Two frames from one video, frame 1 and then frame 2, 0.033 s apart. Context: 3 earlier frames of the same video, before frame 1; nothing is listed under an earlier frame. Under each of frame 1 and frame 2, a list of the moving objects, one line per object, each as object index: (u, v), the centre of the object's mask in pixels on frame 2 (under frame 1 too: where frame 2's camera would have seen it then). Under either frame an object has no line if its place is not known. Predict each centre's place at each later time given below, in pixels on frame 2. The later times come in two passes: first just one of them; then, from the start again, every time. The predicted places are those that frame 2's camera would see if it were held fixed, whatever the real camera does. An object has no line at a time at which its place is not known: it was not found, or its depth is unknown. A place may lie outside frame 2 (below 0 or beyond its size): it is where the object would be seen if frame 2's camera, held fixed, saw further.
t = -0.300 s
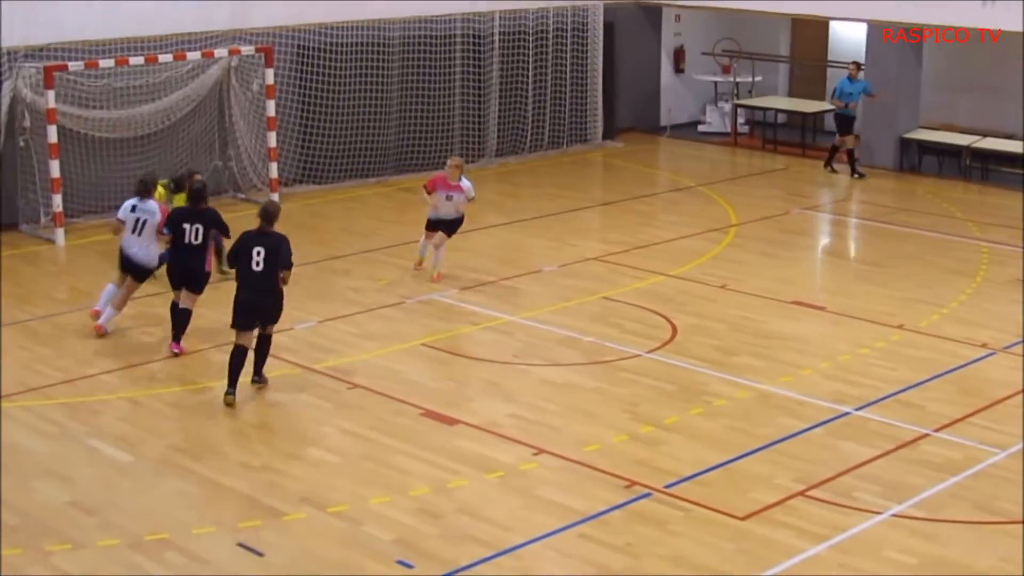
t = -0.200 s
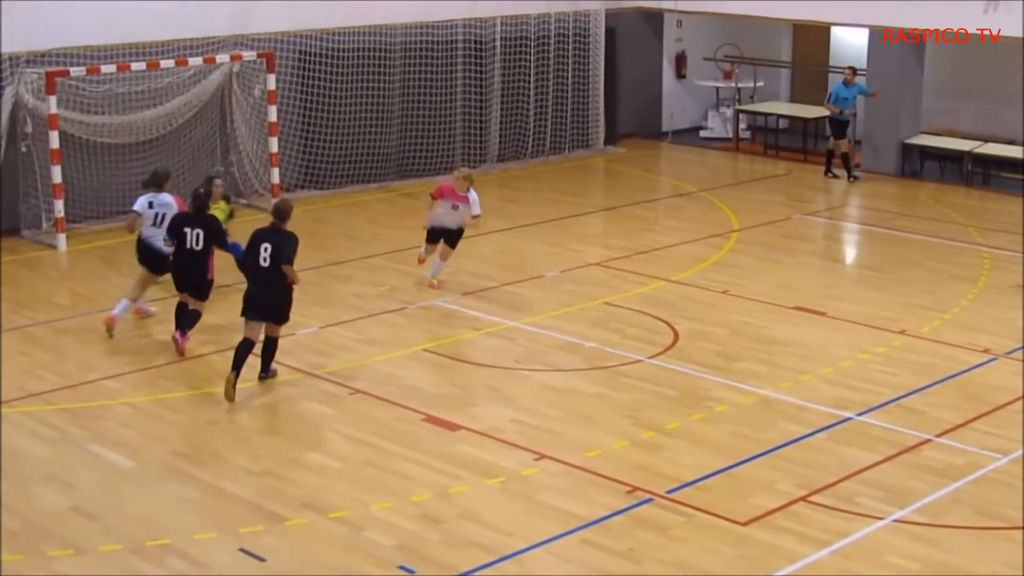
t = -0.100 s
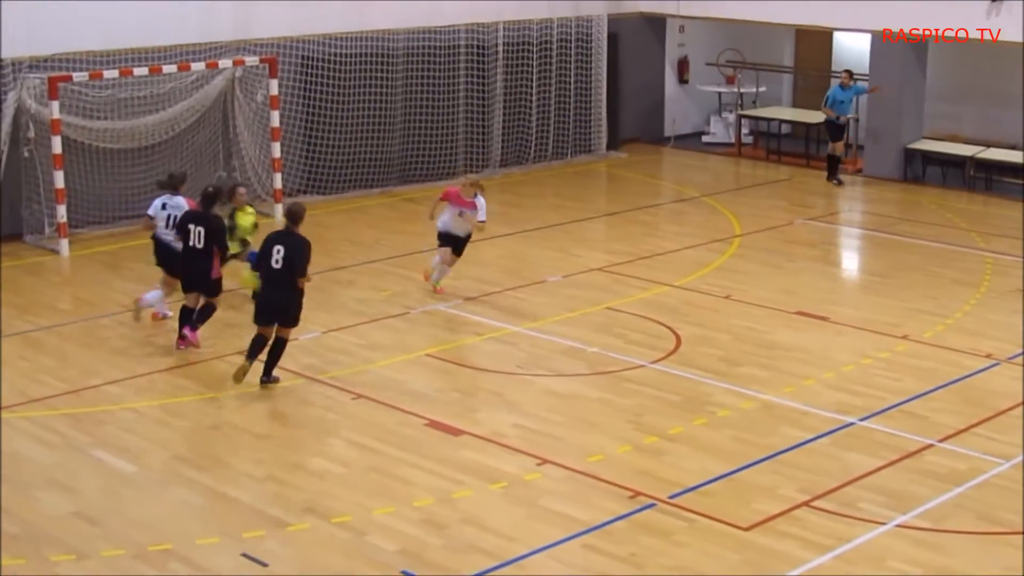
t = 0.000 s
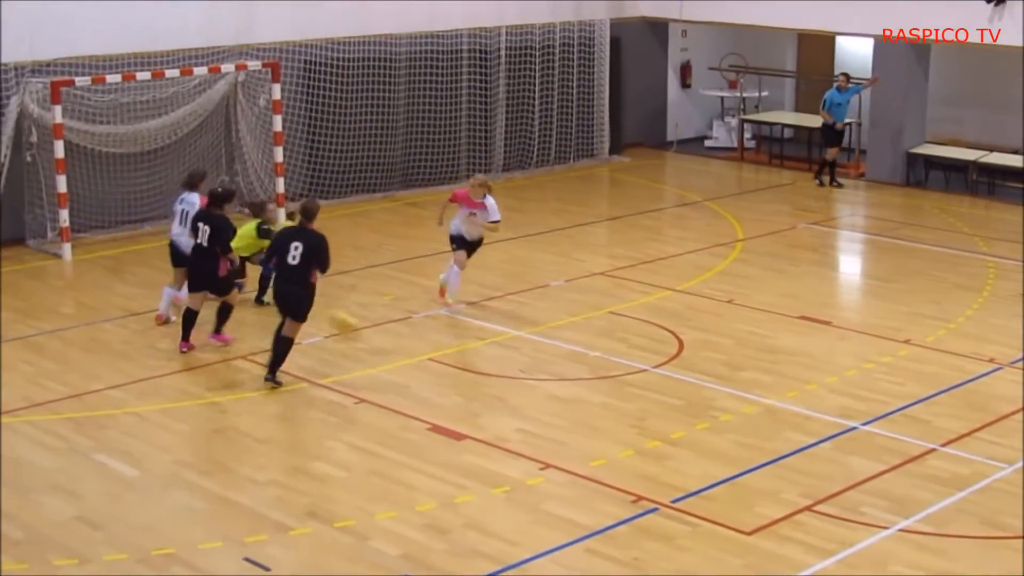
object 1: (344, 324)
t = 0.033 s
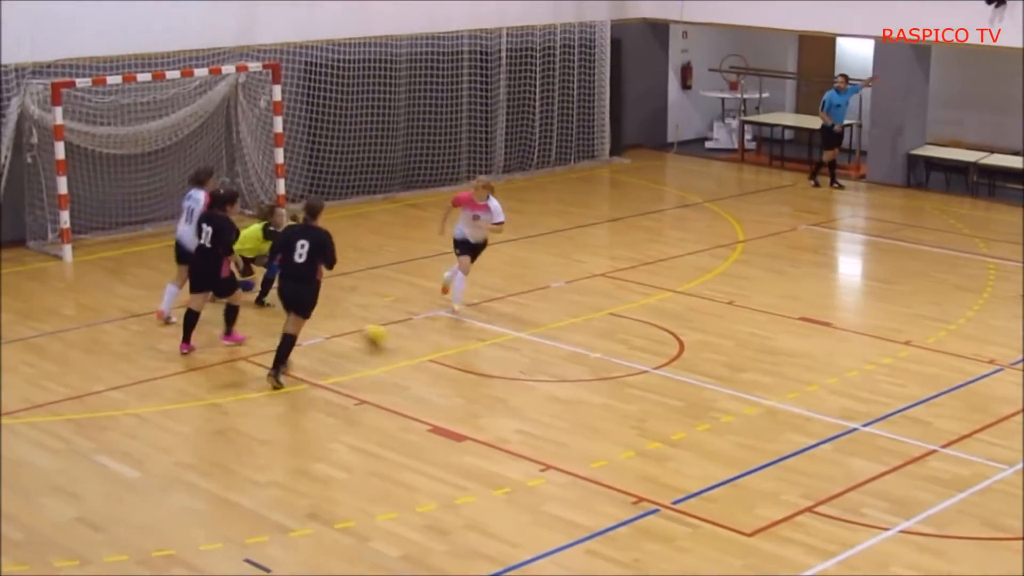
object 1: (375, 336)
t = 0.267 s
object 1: (582, 376)
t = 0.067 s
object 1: (402, 337)
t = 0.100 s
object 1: (431, 341)
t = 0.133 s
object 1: (460, 343)
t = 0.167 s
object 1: (488, 350)
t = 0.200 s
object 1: (519, 358)
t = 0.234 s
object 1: (551, 366)
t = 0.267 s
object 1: (582, 376)
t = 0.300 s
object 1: (617, 391)
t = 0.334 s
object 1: (648, 400)
